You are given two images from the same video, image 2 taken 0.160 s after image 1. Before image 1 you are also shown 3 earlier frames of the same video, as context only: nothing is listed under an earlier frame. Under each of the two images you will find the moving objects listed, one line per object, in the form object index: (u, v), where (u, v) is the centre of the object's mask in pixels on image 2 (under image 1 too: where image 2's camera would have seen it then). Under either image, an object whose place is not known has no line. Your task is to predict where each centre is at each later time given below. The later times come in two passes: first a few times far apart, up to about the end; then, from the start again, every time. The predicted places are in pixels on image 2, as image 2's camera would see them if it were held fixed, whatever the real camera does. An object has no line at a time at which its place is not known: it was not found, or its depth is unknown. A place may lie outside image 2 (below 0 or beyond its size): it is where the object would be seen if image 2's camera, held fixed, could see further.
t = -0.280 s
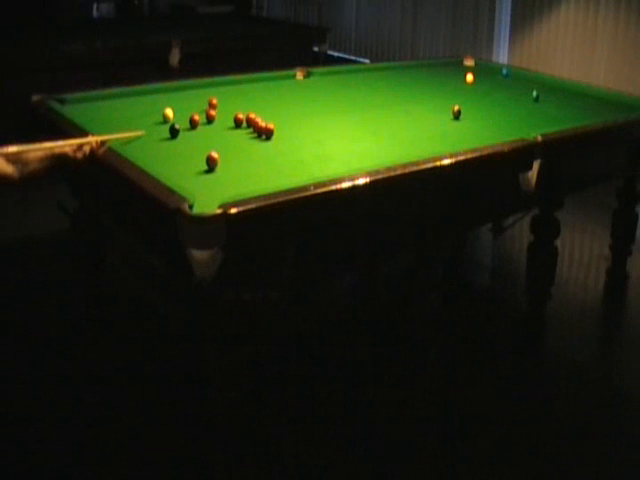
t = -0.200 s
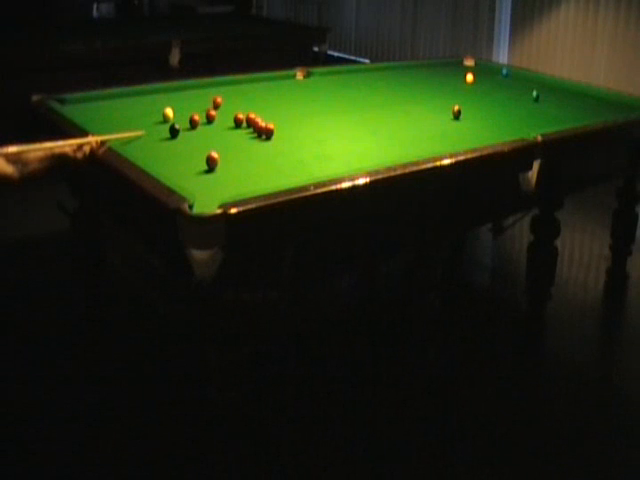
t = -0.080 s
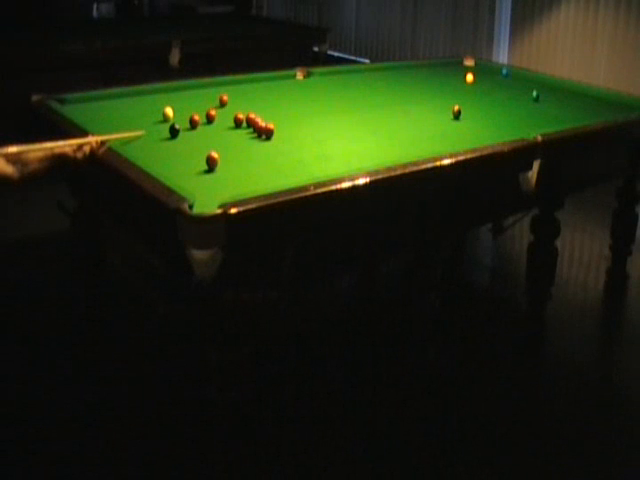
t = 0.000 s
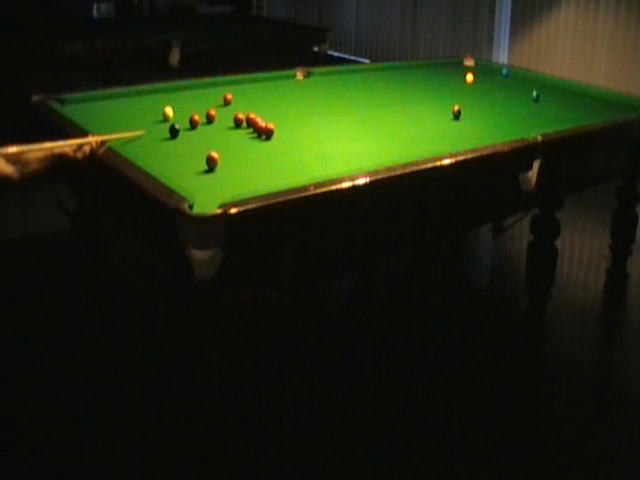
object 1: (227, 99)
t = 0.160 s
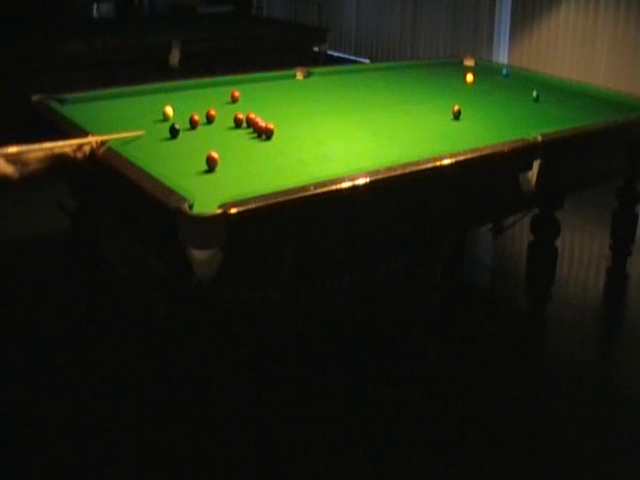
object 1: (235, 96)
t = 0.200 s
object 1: (237, 95)
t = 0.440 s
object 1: (247, 92)
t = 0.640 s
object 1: (255, 89)
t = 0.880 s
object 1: (263, 86)
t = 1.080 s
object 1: (269, 84)
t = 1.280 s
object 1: (275, 83)
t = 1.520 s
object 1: (281, 80)
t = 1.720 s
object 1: (286, 79)
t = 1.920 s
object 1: (290, 77)
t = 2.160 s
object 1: (294, 76)
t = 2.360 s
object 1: (297, 76)
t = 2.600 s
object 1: (301, 73)
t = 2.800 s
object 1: (304, 72)
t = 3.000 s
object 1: (305, 72)
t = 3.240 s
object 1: (302, 72)
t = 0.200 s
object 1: (237, 95)
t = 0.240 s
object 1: (239, 95)
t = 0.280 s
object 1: (240, 94)
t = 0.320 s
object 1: (242, 94)
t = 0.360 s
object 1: (244, 93)
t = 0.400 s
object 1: (245, 92)
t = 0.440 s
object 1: (247, 92)
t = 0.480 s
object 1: (249, 91)
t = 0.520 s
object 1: (250, 90)
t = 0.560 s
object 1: (252, 90)
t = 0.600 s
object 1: (253, 90)
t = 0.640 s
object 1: (255, 89)
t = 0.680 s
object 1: (256, 88)
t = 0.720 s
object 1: (258, 88)
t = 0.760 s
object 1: (259, 88)
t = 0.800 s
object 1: (260, 88)
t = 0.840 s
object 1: (262, 87)
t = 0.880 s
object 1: (263, 86)
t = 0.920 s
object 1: (264, 86)
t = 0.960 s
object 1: (266, 86)
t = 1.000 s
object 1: (267, 85)
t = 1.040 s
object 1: (268, 85)
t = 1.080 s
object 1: (269, 84)
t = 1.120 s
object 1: (270, 84)
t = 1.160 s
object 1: (272, 83)
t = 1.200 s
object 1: (273, 83)
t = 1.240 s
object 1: (274, 83)
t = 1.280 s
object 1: (275, 83)
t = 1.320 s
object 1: (276, 82)
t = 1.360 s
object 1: (277, 81)
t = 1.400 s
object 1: (278, 81)
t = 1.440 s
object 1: (279, 81)
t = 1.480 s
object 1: (280, 80)
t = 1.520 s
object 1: (281, 80)
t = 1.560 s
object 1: (282, 80)
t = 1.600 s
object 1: (283, 80)
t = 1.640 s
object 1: (284, 79)
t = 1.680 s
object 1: (285, 79)
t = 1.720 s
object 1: (286, 79)
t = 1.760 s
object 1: (287, 78)
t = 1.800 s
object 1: (288, 78)
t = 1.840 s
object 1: (288, 78)
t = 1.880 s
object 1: (289, 77)
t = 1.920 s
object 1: (290, 77)
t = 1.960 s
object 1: (291, 77)
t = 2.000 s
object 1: (291, 77)
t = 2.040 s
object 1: (292, 77)
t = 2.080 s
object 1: (292, 77)
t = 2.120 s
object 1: (293, 77)
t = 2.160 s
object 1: (294, 76)
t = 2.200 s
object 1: (295, 76)
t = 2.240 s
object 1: (296, 76)
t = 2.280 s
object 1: (296, 76)
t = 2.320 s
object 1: (297, 76)
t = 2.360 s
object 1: (297, 76)
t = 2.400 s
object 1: (298, 75)
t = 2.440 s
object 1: (299, 75)
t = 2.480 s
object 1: (299, 75)
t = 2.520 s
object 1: (300, 74)
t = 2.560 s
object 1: (301, 74)
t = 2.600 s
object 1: (301, 73)
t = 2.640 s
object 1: (301, 73)
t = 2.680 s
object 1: (302, 73)
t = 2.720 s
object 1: (303, 72)
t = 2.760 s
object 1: (304, 72)
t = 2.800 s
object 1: (304, 72)
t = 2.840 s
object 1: (305, 72)
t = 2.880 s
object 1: (305, 72)
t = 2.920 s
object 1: (305, 72)
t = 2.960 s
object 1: (305, 72)
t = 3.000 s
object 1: (305, 72)
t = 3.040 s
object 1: (304, 72)
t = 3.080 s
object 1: (304, 72)
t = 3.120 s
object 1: (303, 72)
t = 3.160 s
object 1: (303, 72)
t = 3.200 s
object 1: (303, 72)
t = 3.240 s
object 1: (302, 72)
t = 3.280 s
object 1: (303, 71)
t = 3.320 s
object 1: (302, 72)
